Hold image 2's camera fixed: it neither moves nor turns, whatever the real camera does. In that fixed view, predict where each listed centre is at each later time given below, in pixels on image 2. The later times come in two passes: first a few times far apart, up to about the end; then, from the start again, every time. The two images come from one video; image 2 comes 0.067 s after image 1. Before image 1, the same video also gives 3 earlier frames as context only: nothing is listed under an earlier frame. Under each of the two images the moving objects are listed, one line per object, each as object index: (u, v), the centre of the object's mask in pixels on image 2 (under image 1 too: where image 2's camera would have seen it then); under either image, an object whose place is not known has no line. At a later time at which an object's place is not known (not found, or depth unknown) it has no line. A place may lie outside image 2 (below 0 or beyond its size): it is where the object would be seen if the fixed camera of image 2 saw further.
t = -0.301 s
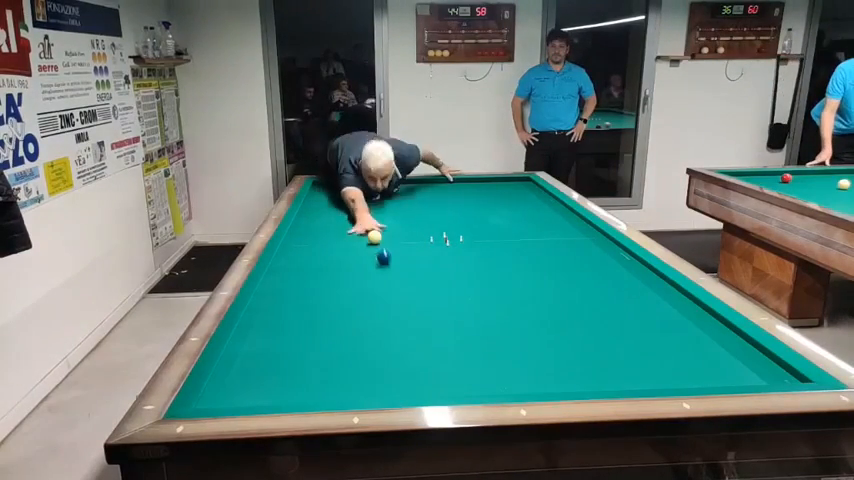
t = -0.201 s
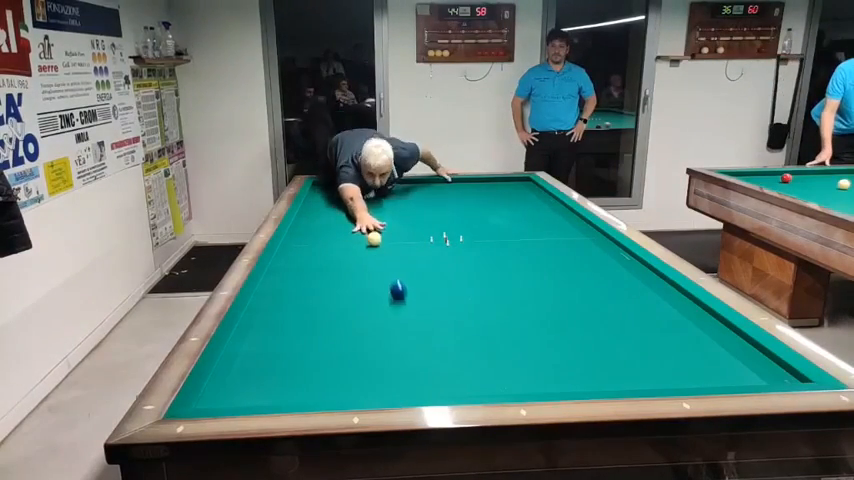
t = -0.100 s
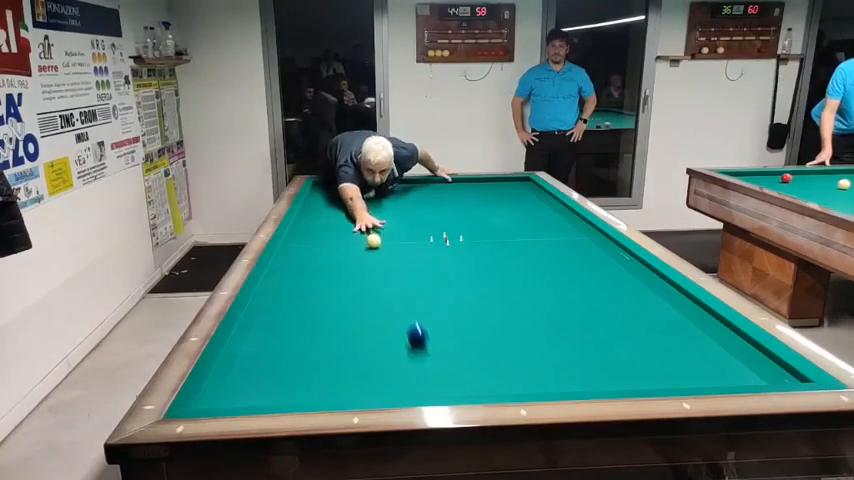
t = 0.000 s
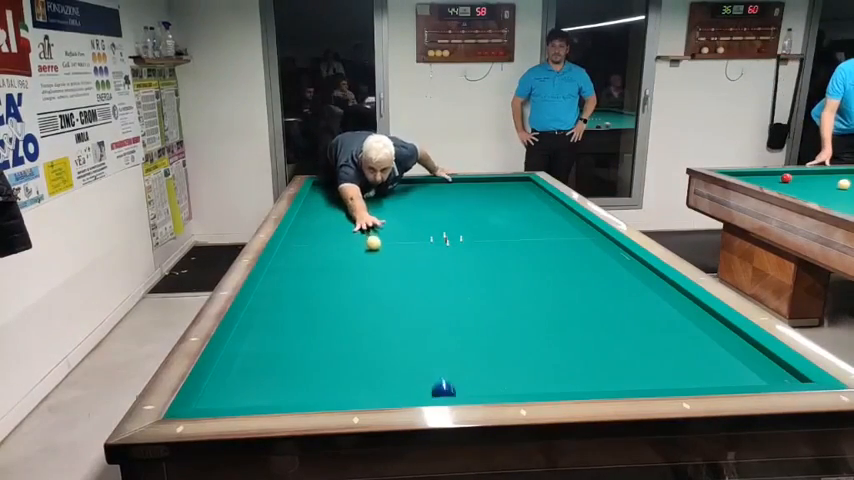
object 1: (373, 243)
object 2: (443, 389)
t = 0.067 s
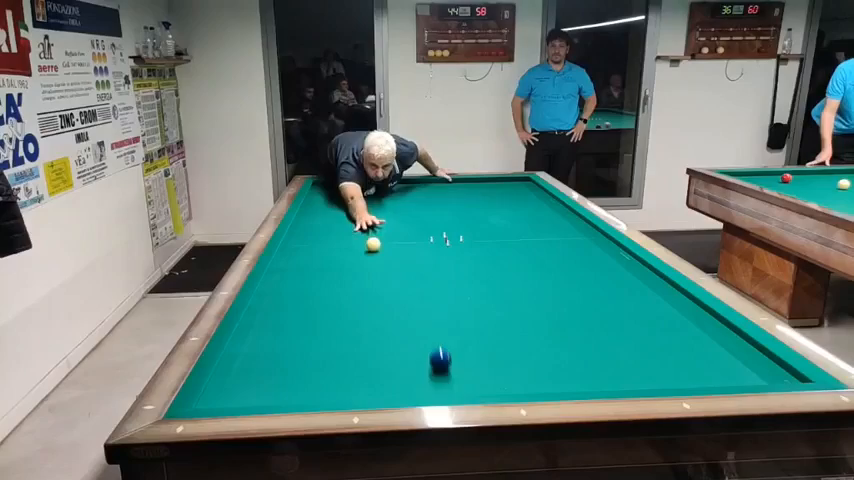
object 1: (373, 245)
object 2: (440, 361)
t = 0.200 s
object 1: (372, 248)
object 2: (435, 312)
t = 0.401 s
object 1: (372, 252)
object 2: (431, 267)
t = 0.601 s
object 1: (371, 256)
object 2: (429, 239)
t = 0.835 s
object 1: (370, 261)
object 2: (427, 216)
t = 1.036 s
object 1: (370, 265)
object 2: (425, 200)
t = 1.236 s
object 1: (369, 269)
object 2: (424, 188)
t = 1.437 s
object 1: (368, 274)
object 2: (425, 183)
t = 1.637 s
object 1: (368, 278)
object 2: (427, 191)
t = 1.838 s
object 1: (367, 282)
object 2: (430, 198)
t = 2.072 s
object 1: (366, 288)
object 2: (433, 207)
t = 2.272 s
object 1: (365, 292)
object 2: (436, 215)
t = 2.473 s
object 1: (365, 297)
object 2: (439, 225)
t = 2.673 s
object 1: (364, 301)
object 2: (442, 236)
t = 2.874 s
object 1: (363, 306)
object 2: (446, 248)
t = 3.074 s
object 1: (363, 310)
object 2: (451, 261)
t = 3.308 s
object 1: (363, 316)
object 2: (456, 280)
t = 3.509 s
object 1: (363, 320)
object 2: (462, 298)
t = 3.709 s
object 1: (364, 324)
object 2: (468, 320)
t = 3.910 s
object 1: (364, 329)
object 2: (476, 346)
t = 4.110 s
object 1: (364, 333)
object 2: (486, 379)
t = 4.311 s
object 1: (365, 337)
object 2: (485, 380)
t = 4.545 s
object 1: (365, 342)
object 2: (475, 357)
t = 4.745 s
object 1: (365, 346)
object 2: (468, 341)
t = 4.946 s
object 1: (366, 350)
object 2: (462, 328)
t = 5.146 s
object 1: (366, 353)
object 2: (457, 316)
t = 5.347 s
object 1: (366, 356)
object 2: (452, 305)
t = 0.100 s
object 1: (373, 245)
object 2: (438, 347)
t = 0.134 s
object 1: (373, 246)
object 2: (437, 334)
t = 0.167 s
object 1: (372, 247)
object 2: (436, 322)
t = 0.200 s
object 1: (372, 248)
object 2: (435, 312)
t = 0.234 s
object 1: (372, 248)
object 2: (434, 303)
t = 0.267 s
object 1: (372, 249)
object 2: (434, 294)
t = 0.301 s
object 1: (372, 249)
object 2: (433, 287)
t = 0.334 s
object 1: (372, 250)
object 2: (432, 280)
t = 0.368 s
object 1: (372, 251)
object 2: (431, 273)
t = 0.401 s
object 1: (372, 252)
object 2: (431, 267)
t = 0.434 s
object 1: (371, 252)
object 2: (431, 262)
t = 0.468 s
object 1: (371, 253)
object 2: (430, 257)
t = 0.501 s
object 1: (371, 254)
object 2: (430, 252)
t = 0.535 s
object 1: (371, 254)
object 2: (430, 248)
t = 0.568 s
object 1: (371, 255)
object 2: (429, 244)
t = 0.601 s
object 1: (371, 256)
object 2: (429, 239)
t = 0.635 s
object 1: (371, 256)
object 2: (428, 235)
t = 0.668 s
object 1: (371, 257)
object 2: (428, 232)
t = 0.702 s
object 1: (371, 258)
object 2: (428, 229)
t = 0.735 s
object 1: (371, 258)
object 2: (428, 225)
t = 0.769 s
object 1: (371, 259)
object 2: (427, 222)
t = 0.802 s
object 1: (371, 260)
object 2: (427, 219)
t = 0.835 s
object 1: (370, 261)
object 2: (427, 216)
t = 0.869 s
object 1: (370, 261)
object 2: (426, 213)
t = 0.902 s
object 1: (370, 262)
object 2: (426, 210)
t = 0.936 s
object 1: (370, 263)
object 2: (426, 208)
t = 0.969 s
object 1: (370, 263)
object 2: (426, 205)
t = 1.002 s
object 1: (370, 264)
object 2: (425, 203)
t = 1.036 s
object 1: (370, 265)
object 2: (425, 200)
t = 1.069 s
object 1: (370, 266)
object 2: (425, 198)
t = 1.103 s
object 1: (370, 266)
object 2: (425, 196)
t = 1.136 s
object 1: (369, 267)
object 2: (425, 194)
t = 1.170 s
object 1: (369, 268)
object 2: (424, 192)
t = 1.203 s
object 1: (369, 269)
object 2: (424, 190)
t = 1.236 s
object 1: (369, 269)
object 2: (424, 188)
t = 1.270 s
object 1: (369, 270)
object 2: (424, 186)
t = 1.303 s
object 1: (369, 271)
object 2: (424, 184)
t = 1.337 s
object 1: (369, 272)
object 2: (424, 183)
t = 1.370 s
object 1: (369, 272)
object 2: (424, 181)
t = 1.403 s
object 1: (369, 273)
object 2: (424, 182)
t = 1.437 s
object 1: (368, 274)
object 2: (425, 183)
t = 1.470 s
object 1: (368, 274)
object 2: (425, 184)
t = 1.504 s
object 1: (368, 275)
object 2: (426, 185)
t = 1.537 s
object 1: (368, 276)
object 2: (426, 186)
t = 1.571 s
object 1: (368, 276)
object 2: (427, 188)
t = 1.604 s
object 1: (368, 277)
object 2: (427, 189)
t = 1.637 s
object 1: (368, 278)
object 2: (427, 191)
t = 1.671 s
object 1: (368, 279)
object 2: (428, 192)
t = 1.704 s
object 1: (368, 279)
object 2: (428, 193)
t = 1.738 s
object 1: (367, 280)
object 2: (429, 194)
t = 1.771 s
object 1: (367, 281)
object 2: (429, 195)
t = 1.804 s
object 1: (367, 282)
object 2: (429, 197)
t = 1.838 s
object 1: (367, 282)
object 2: (430, 198)
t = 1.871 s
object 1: (367, 283)
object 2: (430, 199)
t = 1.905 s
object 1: (367, 284)
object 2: (431, 200)
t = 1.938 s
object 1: (367, 285)
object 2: (431, 202)
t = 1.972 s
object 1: (367, 285)
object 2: (431, 203)
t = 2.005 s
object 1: (366, 286)
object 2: (432, 204)
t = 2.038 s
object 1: (366, 287)
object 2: (432, 206)
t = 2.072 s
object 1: (366, 288)
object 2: (433, 207)
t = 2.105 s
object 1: (366, 288)
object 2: (433, 208)
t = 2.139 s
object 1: (366, 289)
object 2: (434, 210)
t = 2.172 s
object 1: (366, 290)
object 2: (434, 211)
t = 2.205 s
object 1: (365, 291)
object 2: (435, 213)
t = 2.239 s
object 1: (365, 292)
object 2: (435, 214)
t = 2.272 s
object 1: (365, 292)
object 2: (436, 215)
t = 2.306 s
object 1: (365, 293)
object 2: (436, 217)
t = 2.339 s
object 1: (365, 294)
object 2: (437, 219)
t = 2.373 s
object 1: (365, 294)
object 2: (437, 220)
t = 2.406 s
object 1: (365, 295)
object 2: (438, 222)
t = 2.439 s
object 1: (365, 296)
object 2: (438, 223)
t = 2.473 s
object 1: (365, 297)
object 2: (439, 225)
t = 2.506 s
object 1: (364, 298)
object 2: (439, 227)
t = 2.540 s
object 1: (364, 298)
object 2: (440, 228)
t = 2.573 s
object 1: (364, 299)
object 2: (440, 230)
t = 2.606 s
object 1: (364, 300)
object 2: (441, 232)
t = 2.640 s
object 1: (364, 301)
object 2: (442, 234)
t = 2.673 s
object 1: (364, 301)
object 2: (442, 236)
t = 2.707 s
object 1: (364, 302)
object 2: (443, 238)
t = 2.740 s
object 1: (363, 303)
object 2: (443, 240)
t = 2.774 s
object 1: (363, 304)
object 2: (445, 242)
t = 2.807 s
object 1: (363, 304)
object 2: (445, 244)
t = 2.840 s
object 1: (363, 305)
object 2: (446, 246)
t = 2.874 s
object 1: (363, 306)
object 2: (446, 248)
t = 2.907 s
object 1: (363, 307)
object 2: (447, 250)
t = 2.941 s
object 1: (363, 307)
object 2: (448, 252)
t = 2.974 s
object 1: (363, 308)
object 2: (449, 254)
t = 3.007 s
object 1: (363, 309)
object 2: (449, 257)
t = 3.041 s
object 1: (363, 309)
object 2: (449, 259)
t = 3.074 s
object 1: (363, 310)
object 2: (451, 261)
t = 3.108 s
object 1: (362, 311)
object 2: (451, 264)
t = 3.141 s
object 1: (362, 312)
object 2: (452, 266)
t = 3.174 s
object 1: (363, 312)
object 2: (453, 269)
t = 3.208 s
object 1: (362, 313)
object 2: (454, 271)
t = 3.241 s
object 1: (363, 314)
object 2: (454, 274)
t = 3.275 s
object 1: (363, 315)
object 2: (455, 277)
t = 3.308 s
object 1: (363, 316)
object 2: (456, 280)
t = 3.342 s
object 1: (363, 316)
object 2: (457, 283)
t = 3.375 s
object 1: (363, 317)
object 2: (458, 286)
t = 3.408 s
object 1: (363, 318)
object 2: (459, 289)
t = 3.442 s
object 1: (363, 318)
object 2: (460, 292)
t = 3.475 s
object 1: (363, 319)
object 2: (461, 295)
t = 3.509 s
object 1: (363, 320)
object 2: (462, 298)
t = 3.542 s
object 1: (363, 321)
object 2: (463, 302)
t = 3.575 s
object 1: (363, 321)
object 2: (464, 305)
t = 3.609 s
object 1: (364, 322)
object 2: (465, 309)
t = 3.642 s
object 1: (364, 323)
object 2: (466, 312)
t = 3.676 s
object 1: (364, 323)
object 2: (467, 316)
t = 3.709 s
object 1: (364, 324)
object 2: (468, 320)
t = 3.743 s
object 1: (364, 325)
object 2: (470, 324)
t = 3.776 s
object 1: (364, 326)
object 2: (471, 328)
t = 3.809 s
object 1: (364, 327)
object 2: (472, 333)
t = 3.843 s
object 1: (364, 327)
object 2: (473, 337)
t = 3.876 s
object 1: (364, 328)
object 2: (475, 342)
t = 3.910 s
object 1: (364, 329)
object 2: (476, 346)
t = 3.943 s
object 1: (364, 329)
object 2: (477, 351)
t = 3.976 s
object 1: (364, 330)
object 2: (479, 357)
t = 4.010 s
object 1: (364, 331)
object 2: (481, 362)
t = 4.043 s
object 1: (364, 332)
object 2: (482, 367)
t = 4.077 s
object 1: (364, 332)
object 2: (484, 373)
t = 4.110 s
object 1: (364, 333)
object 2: (486, 379)
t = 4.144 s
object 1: (364, 334)
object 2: (487, 382)
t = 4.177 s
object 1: (364, 334)
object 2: (489, 386)
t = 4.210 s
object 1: (364, 335)
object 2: (490, 388)
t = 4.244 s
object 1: (364, 336)
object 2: (488, 385)
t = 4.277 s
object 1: (364, 336)
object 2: (486, 382)
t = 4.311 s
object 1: (365, 337)
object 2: (485, 380)
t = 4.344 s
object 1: (365, 338)
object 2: (483, 375)
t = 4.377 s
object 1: (365, 338)
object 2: (482, 371)
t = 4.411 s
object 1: (365, 339)
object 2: (480, 368)
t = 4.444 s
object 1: (365, 340)
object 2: (479, 365)
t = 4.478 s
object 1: (365, 340)
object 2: (478, 362)
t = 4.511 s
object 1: (365, 341)
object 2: (477, 359)
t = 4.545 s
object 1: (365, 342)
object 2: (475, 357)
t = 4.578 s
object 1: (365, 342)
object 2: (474, 354)
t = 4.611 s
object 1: (365, 343)
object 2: (473, 351)
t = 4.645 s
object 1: (365, 344)
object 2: (472, 349)
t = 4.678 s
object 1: (365, 344)
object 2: (471, 346)
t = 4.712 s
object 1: (365, 345)
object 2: (470, 344)
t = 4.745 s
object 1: (365, 346)
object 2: (468, 341)
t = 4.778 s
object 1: (366, 346)
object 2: (467, 339)
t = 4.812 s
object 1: (366, 347)
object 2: (466, 337)
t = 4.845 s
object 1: (366, 348)
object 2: (465, 334)
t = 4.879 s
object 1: (366, 348)
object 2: (464, 332)
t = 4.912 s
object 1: (366, 349)
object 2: (463, 330)
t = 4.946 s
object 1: (366, 350)
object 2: (462, 328)
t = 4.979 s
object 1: (366, 350)
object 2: (461, 326)
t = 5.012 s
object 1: (366, 351)
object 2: (461, 324)
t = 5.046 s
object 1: (366, 351)
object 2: (459, 322)
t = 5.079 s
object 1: (366, 352)
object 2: (459, 320)
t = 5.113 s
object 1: (366, 353)
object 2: (458, 318)
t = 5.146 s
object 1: (366, 353)
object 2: (457, 316)
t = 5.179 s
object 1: (366, 354)
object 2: (456, 314)
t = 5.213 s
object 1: (366, 354)
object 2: (455, 312)
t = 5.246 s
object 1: (366, 355)
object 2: (455, 310)
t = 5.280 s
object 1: (366, 355)
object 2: (454, 309)
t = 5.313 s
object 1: (366, 356)
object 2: (453, 307)
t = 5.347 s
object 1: (366, 356)
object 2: (452, 305)
